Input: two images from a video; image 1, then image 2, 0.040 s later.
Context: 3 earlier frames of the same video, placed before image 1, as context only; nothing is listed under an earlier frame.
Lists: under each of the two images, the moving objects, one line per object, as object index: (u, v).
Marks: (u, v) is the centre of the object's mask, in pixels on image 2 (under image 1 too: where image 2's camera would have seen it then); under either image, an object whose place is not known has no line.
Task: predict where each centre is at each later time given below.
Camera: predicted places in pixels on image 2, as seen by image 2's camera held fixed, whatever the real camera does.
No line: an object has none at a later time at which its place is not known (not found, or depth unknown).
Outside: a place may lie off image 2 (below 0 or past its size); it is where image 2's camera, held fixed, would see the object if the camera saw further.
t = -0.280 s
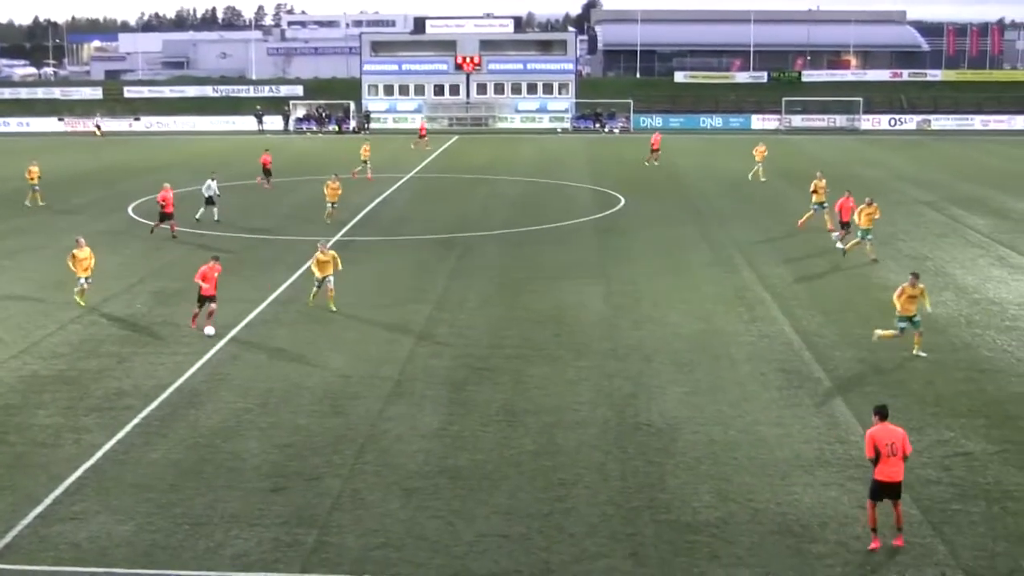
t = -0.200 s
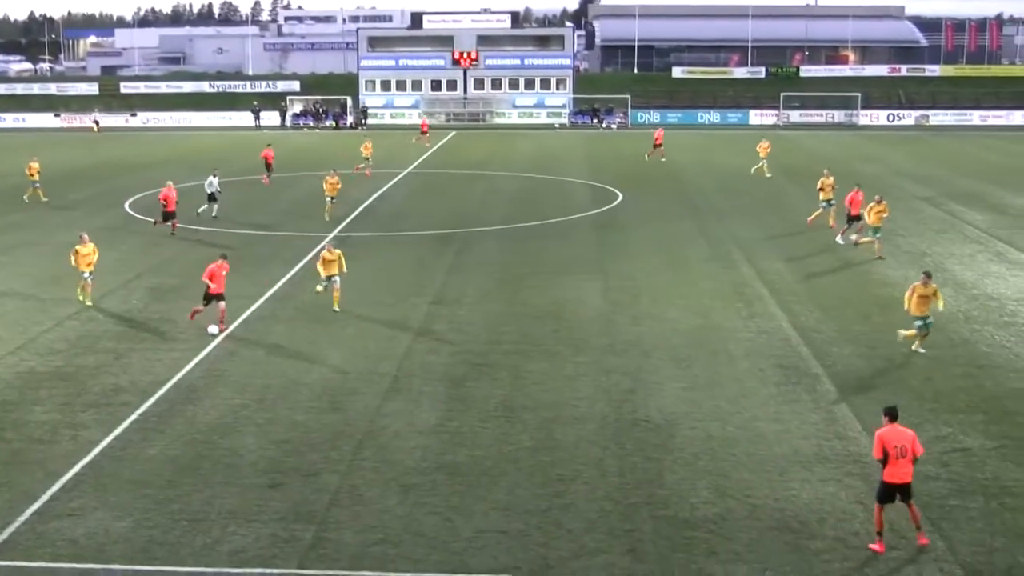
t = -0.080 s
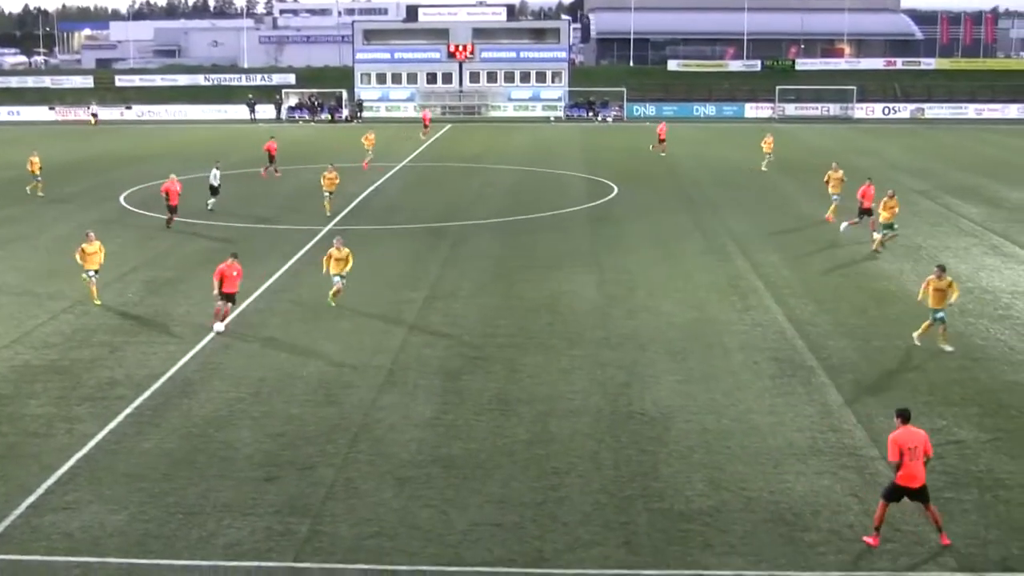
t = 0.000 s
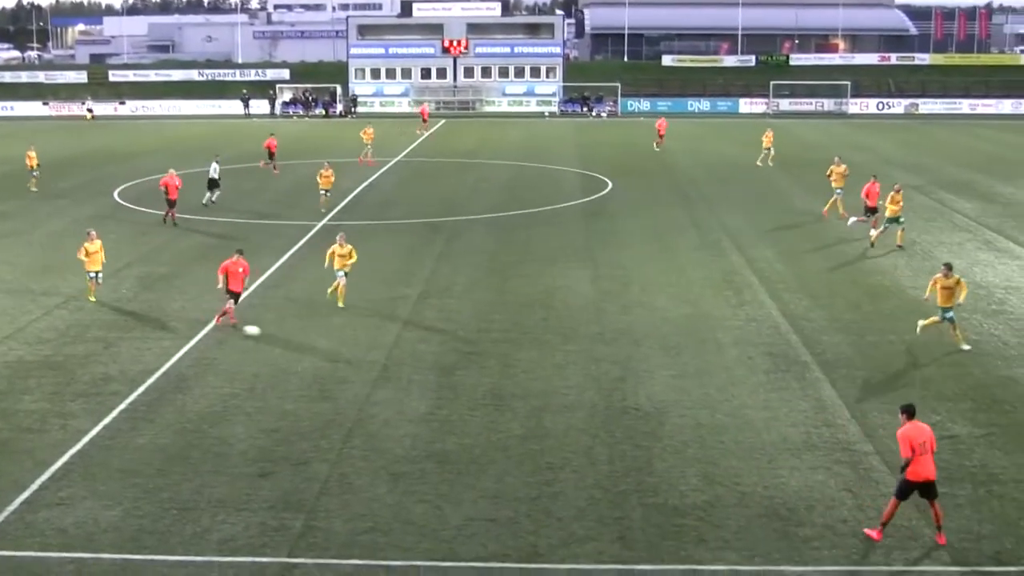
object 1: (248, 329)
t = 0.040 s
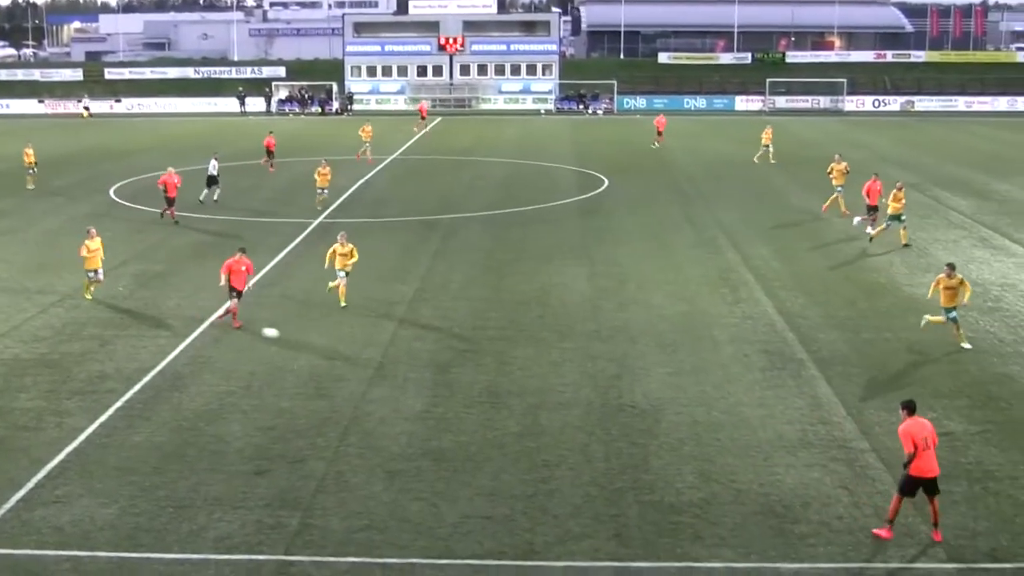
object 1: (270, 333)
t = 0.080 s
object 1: (293, 339)
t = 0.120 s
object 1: (317, 345)
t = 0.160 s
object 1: (342, 354)
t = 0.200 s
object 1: (367, 360)
